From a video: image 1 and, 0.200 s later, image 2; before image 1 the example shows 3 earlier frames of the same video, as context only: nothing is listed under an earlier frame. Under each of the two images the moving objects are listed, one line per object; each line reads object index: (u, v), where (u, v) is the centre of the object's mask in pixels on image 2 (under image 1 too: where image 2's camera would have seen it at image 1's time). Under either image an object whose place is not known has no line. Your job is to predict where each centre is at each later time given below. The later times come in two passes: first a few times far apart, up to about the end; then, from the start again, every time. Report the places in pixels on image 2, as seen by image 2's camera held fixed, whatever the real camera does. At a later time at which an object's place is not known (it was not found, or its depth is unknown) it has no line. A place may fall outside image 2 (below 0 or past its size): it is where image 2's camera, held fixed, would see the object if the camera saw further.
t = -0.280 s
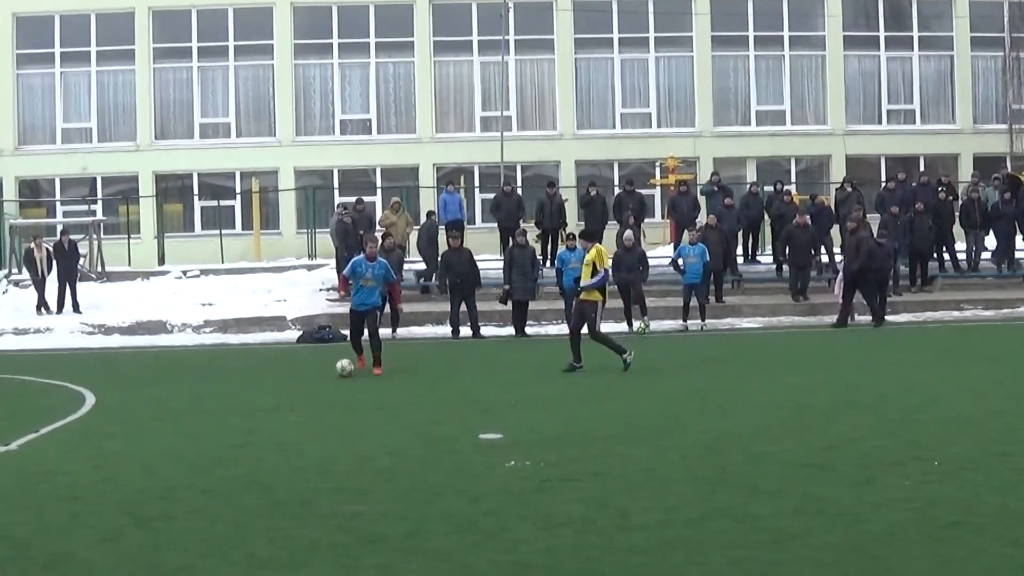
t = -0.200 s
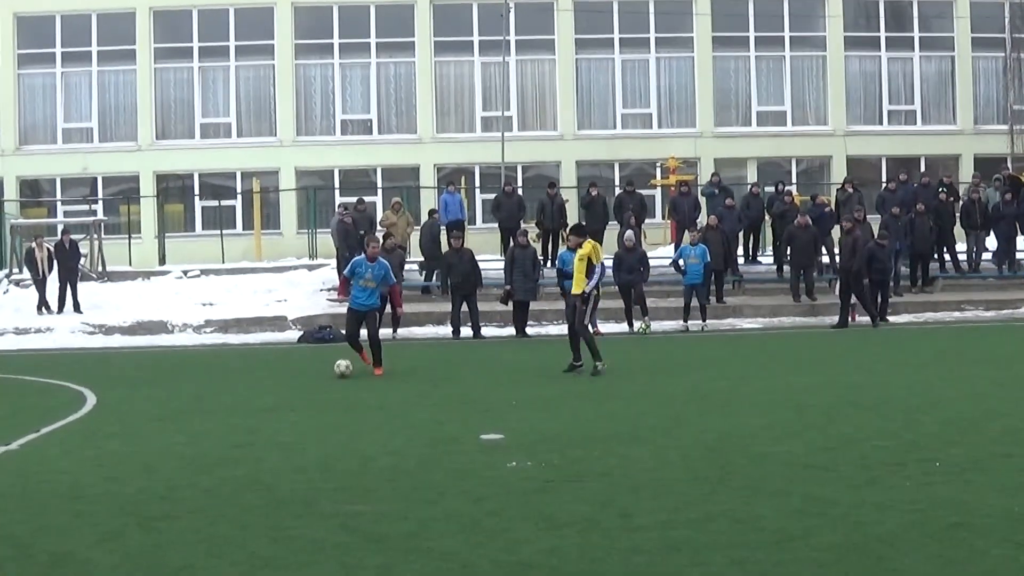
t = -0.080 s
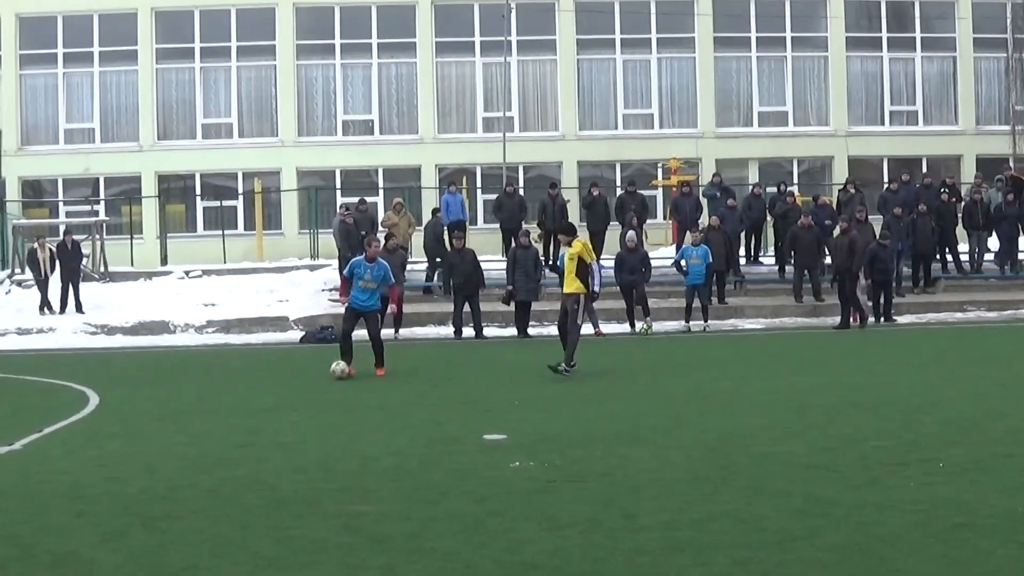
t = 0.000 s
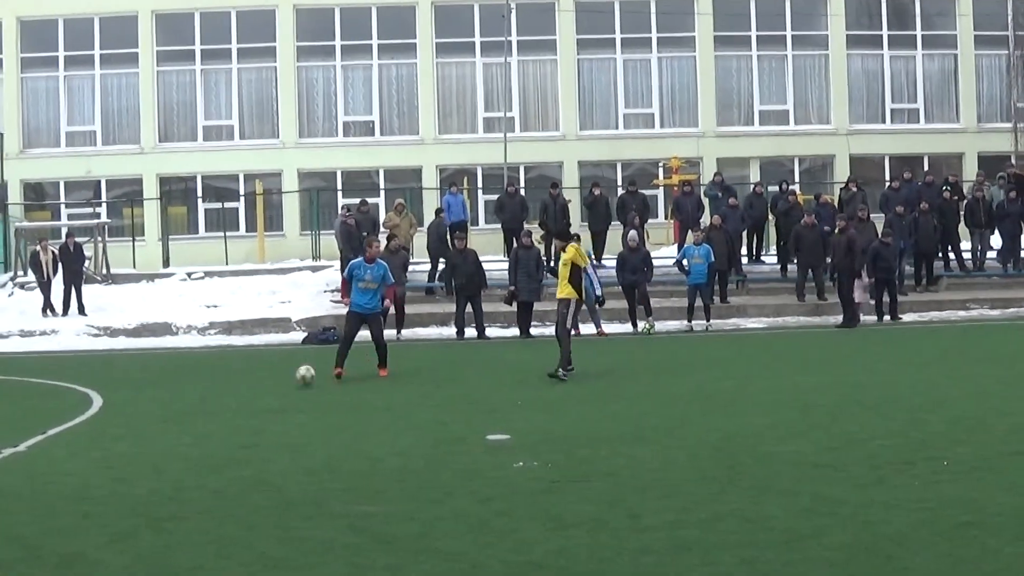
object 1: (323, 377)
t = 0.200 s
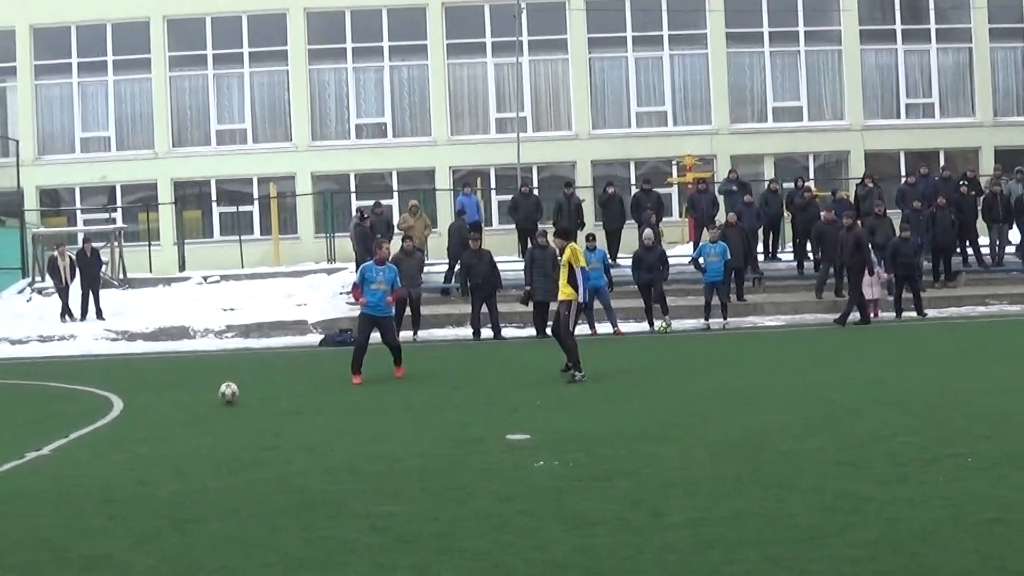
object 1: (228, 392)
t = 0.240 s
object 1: (209, 398)
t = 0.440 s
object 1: (114, 409)
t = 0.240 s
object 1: (209, 398)
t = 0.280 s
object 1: (190, 398)
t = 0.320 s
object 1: (172, 399)
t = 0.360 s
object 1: (153, 403)
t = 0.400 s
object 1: (133, 408)
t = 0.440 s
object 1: (114, 409)
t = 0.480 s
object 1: (95, 411)
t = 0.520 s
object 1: (75, 416)
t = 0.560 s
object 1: (55, 420)
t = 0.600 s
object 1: (36, 422)
